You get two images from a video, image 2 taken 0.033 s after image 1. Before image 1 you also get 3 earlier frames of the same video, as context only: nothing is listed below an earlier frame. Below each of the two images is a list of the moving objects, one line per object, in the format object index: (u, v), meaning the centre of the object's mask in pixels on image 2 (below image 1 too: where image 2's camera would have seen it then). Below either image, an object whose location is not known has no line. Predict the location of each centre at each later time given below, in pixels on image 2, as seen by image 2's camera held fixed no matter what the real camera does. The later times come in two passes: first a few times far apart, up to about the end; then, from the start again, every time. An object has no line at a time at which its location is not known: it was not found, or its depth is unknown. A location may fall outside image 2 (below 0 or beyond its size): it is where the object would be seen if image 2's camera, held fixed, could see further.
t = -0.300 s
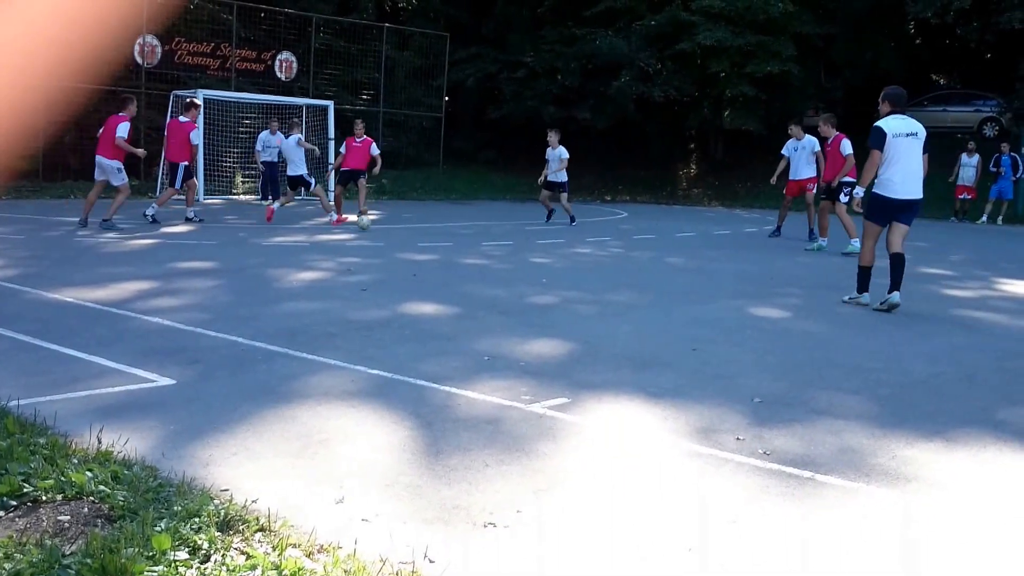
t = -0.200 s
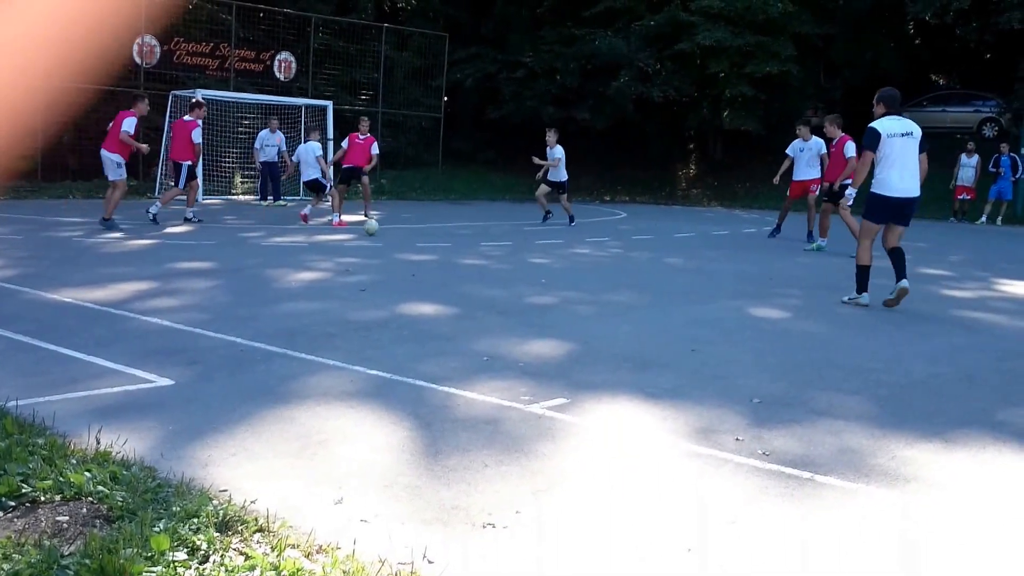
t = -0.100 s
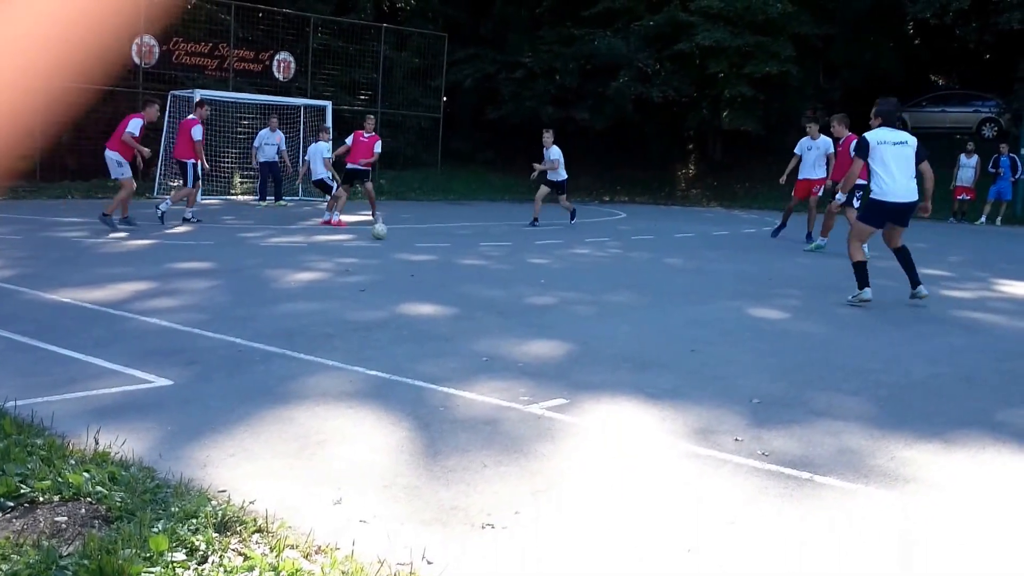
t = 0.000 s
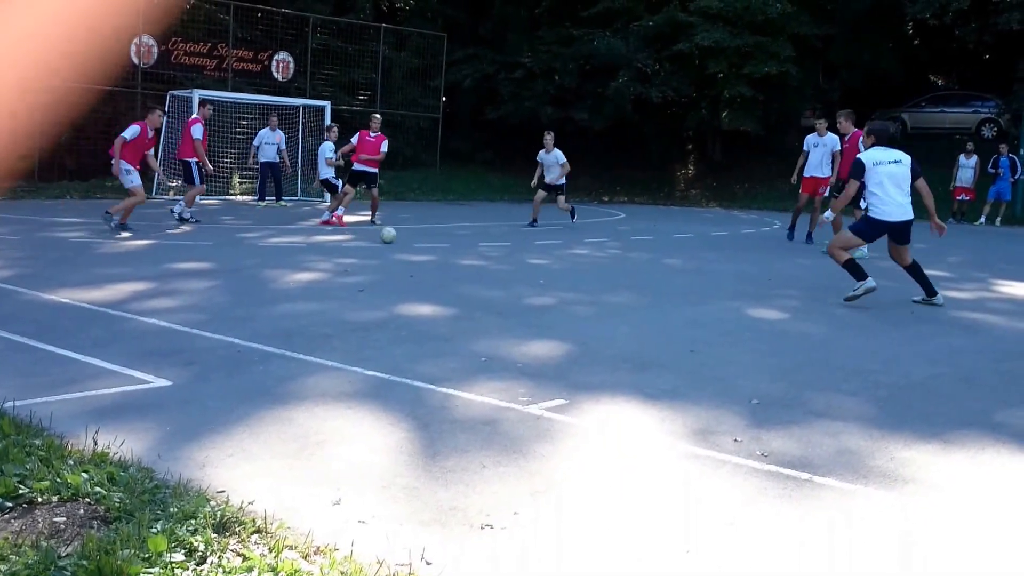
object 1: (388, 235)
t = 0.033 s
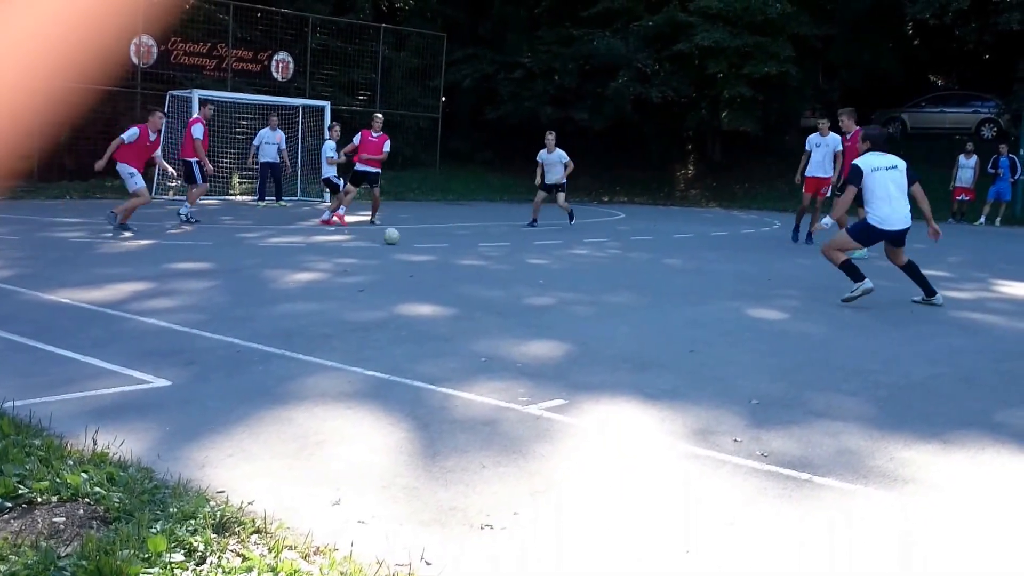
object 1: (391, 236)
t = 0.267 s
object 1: (417, 244)
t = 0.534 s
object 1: (450, 255)
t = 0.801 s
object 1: (490, 267)
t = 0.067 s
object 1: (395, 237)
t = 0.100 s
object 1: (398, 238)
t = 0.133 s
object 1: (402, 240)
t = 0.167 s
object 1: (405, 241)
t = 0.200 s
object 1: (409, 242)
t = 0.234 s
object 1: (413, 243)
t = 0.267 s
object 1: (417, 244)
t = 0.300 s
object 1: (421, 245)
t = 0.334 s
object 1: (425, 246)
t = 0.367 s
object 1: (429, 248)
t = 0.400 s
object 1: (434, 249)
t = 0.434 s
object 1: (438, 251)
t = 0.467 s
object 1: (442, 252)
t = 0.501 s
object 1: (446, 253)
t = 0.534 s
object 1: (450, 255)
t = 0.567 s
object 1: (455, 256)
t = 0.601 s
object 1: (460, 258)
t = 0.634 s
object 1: (465, 259)
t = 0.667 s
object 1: (469, 260)
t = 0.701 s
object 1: (474, 262)
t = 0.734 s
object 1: (479, 264)
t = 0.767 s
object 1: (484, 266)
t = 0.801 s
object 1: (490, 267)
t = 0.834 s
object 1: (495, 269)
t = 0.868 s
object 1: (500, 271)
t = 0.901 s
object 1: (506, 273)
